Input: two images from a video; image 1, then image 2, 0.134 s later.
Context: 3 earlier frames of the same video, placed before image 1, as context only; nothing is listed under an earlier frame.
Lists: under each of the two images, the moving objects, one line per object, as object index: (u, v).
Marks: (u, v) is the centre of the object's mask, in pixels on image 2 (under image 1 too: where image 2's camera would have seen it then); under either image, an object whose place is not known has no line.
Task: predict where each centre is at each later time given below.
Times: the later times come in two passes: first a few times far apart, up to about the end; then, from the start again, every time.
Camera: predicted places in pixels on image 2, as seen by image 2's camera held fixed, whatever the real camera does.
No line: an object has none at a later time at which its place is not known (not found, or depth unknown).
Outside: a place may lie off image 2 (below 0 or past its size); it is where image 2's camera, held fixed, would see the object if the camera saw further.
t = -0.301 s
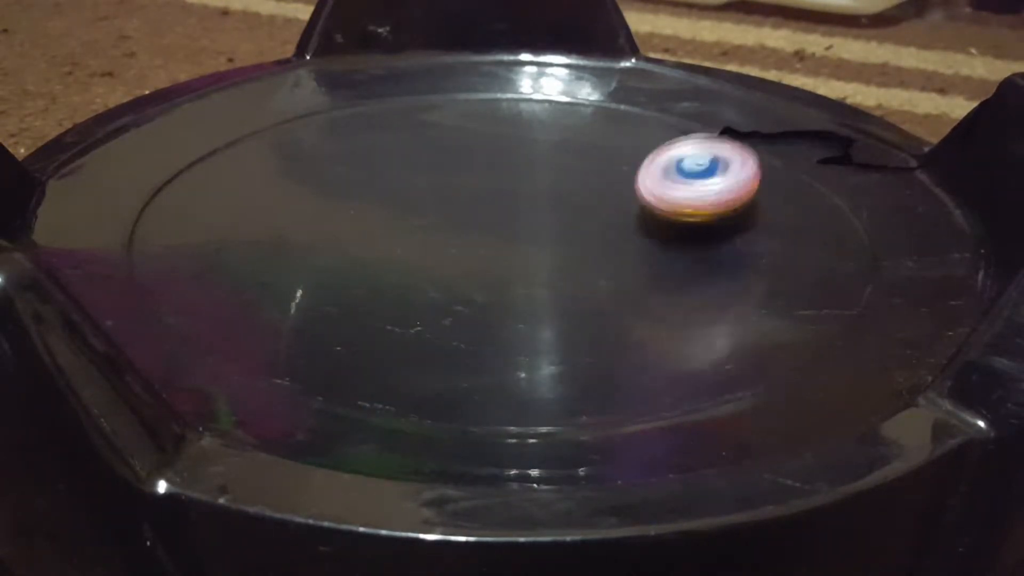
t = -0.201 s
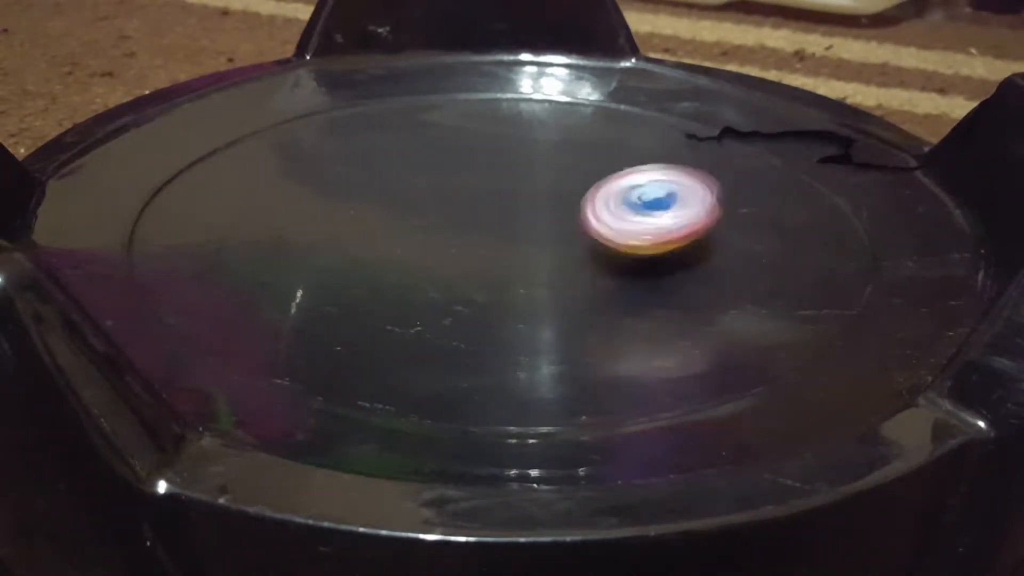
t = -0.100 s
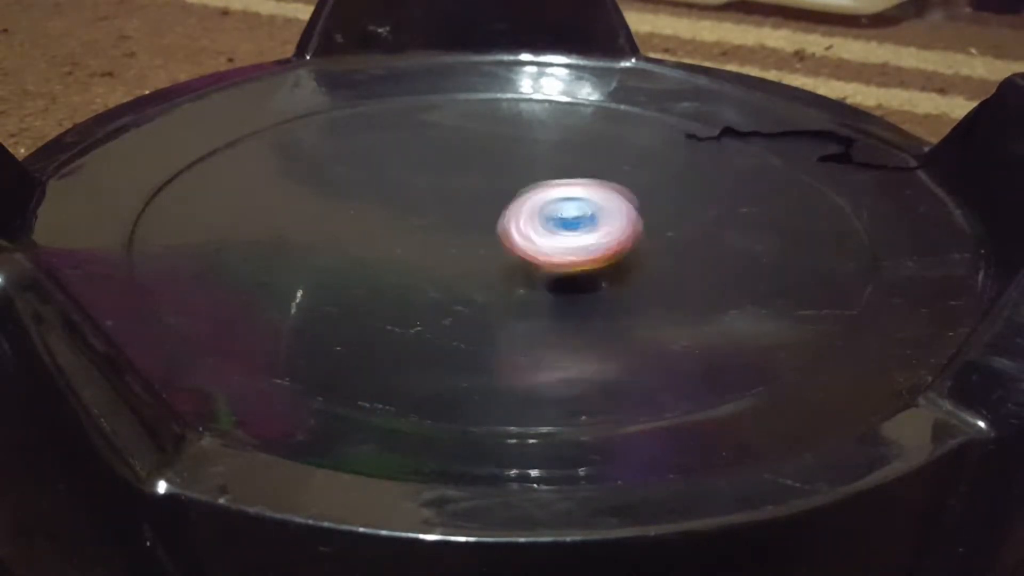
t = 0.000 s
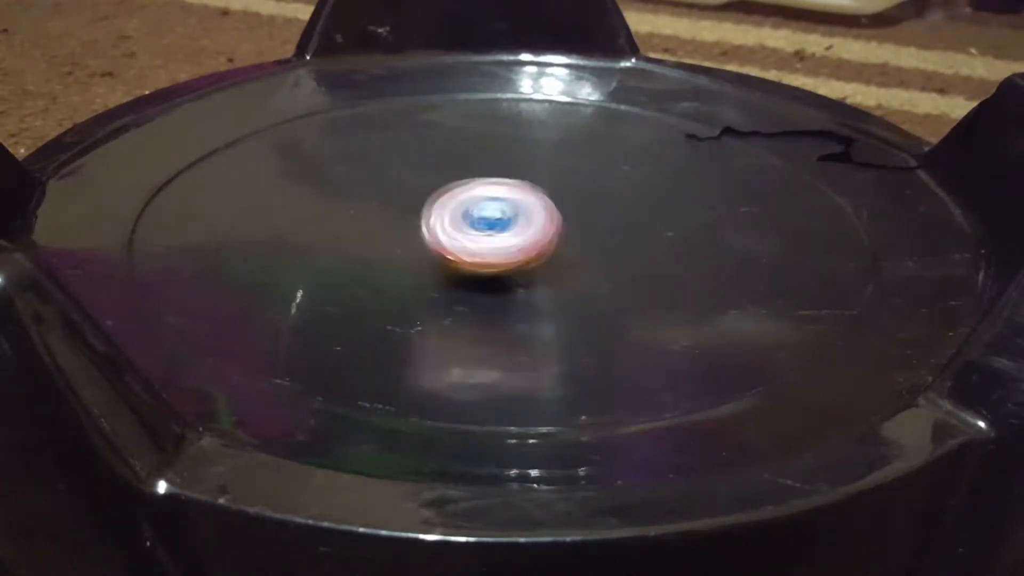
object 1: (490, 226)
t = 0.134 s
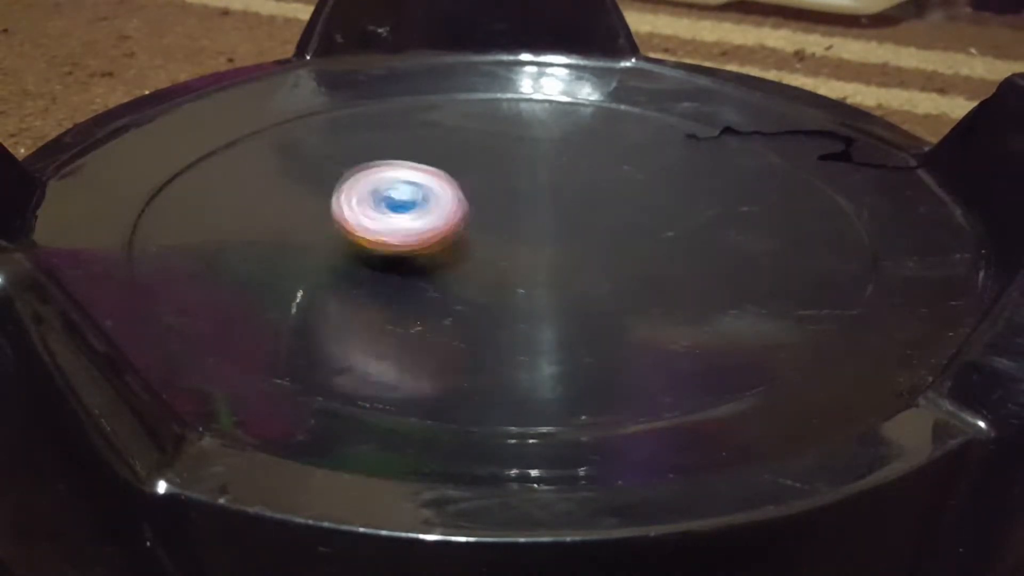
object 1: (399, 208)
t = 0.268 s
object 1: (340, 177)
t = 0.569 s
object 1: (464, 184)
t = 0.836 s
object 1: (558, 261)
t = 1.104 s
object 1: (483, 298)
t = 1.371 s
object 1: (486, 224)
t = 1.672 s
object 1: (600, 161)
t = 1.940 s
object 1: (642, 202)
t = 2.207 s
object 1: (464, 234)
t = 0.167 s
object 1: (381, 202)
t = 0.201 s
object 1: (364, 194)
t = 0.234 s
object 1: (350, 185)
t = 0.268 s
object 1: (340, 177)
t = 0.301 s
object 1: (334, 168)
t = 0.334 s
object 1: (335, 160)
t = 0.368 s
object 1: (344, 153)
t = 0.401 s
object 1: (359, 150)
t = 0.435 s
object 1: (381, 152)
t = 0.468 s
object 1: (403, 157)
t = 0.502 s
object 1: (423, 165)
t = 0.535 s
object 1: (444, 173)
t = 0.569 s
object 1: (464, 184)
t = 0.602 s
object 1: (479, 194)
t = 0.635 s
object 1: (494, 204)
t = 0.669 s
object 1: (509, 214)
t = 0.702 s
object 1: (522, 225)
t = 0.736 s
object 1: (532, 233)
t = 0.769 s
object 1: (542, 243)
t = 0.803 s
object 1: (551, 251)
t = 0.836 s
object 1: (558, 261)
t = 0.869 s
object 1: (563, 268)
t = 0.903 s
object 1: (564, 276)
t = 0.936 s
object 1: (563, 283)
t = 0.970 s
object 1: (558, 290)
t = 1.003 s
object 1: (546, 296)
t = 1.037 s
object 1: (529, 301)
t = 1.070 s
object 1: (507, 302)
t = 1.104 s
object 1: (483, 298)
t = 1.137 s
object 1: (466, 291)
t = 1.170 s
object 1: (455, 282)
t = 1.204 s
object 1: (452, 273)
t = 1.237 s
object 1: (453, 263)
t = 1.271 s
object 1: (459, 253)
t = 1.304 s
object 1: (467, 242)
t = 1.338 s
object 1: (475, 234)
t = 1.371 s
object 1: (486, 224)
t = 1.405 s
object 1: (497, 216)
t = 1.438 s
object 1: (508, 207)
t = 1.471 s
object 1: (520, 199)
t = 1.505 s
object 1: (531, 192)
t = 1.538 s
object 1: (545, 183)
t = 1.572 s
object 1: (557, 177)
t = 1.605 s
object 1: (571, 171)
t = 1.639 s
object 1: (585, 166)
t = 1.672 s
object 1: (600, 161)
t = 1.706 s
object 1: (616, 158)
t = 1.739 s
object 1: (633, 157)
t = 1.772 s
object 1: (649, 158)
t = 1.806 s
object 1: (663, 163)
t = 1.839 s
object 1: (668, 171)
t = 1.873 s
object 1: (666, 181)
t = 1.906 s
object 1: (658, 191)
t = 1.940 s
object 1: (642, 202)
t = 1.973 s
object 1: (625, 209)
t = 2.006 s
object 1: (603, 217)
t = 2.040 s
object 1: (580, 222)
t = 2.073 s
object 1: (558, 227)
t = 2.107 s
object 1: (533, 230)
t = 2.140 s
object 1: (512, 232)
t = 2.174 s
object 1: (487, 233)
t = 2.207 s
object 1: (464, 234)
